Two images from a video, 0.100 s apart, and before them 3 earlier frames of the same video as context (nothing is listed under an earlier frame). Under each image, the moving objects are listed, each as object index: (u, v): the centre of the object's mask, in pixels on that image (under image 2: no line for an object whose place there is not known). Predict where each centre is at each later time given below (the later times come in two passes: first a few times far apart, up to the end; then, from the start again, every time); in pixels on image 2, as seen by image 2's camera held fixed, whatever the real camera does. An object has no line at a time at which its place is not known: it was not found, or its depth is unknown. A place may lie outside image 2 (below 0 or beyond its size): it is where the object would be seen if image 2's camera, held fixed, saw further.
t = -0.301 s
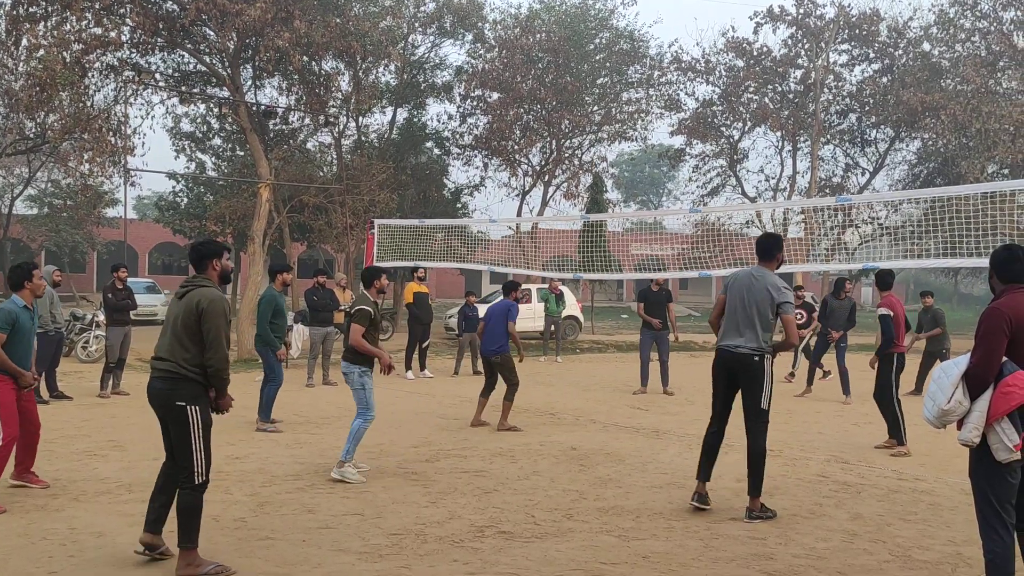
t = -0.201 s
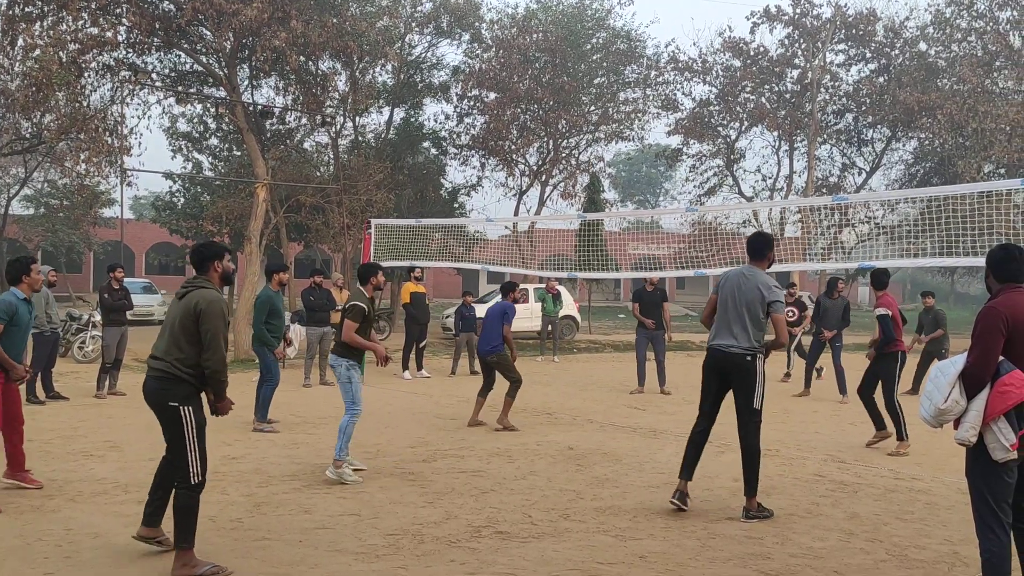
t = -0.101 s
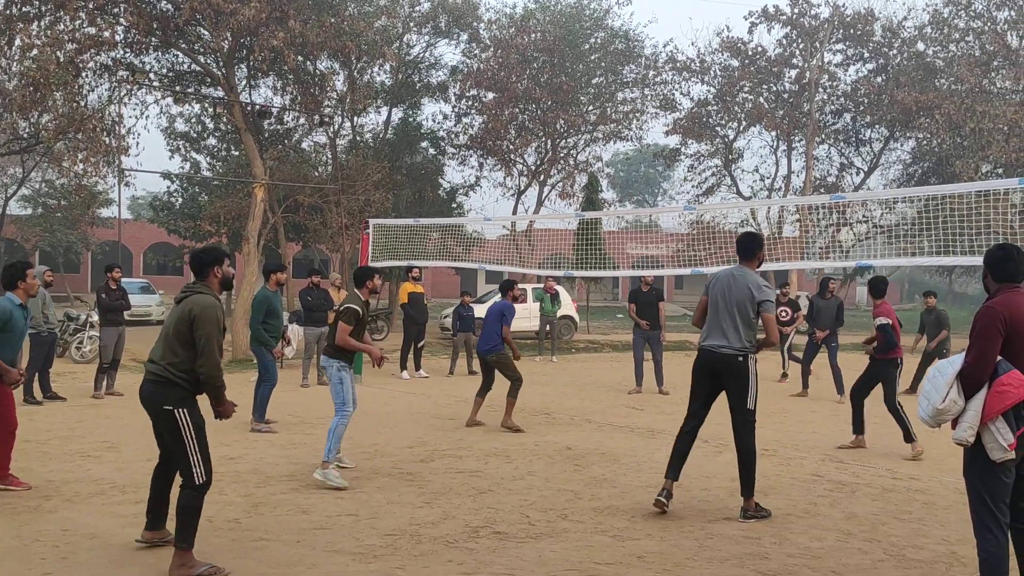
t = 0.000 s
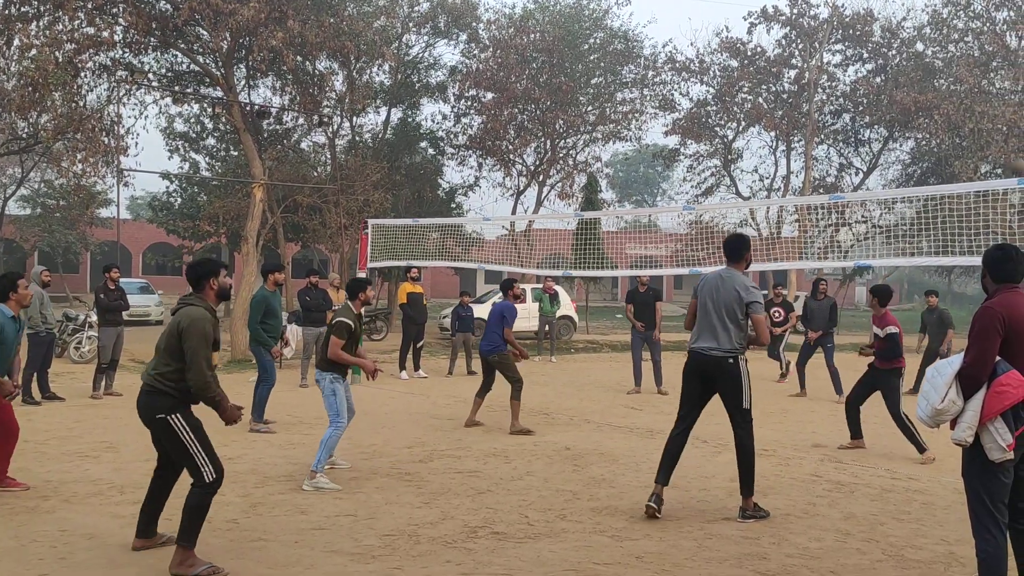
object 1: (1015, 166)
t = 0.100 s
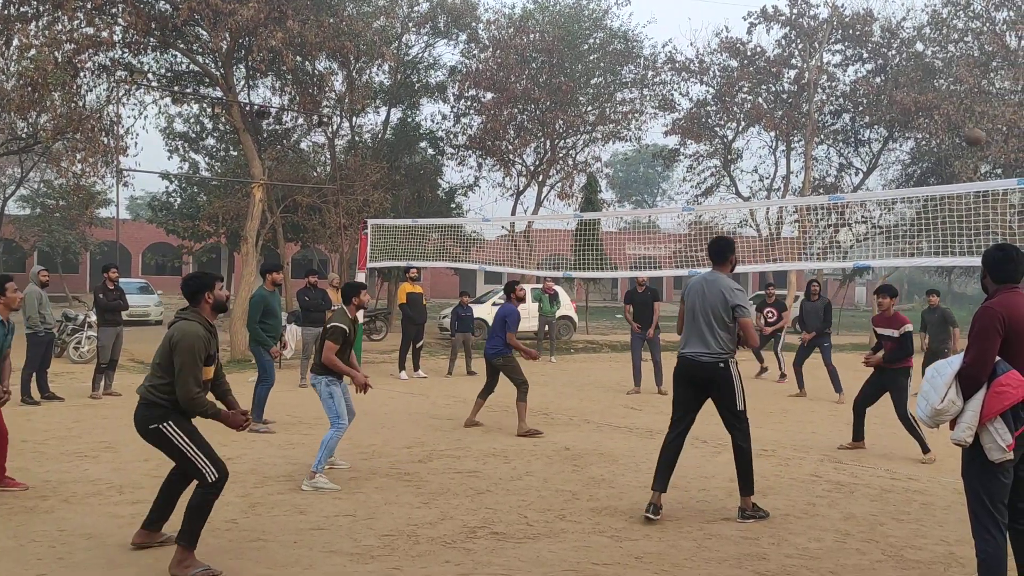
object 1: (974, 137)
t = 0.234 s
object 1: (899, 109)
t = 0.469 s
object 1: (685, 114)
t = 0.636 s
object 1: (391, 202)
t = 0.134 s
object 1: (958, 129)
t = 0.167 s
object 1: (939, 122)
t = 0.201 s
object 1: (920, 115)
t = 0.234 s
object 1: (899, 109)
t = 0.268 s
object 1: (876, 106)
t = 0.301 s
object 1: (851, 102)
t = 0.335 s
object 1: (823, 101)
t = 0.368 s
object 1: (794, 101)
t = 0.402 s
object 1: (761, 102)
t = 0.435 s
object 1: (723, 107)
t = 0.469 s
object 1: (685, 114)
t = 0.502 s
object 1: (636, 122)
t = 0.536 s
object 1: (587, 136)
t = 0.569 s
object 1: (528, 153)
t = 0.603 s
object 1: (464, 178)
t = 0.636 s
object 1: (391, 202)
